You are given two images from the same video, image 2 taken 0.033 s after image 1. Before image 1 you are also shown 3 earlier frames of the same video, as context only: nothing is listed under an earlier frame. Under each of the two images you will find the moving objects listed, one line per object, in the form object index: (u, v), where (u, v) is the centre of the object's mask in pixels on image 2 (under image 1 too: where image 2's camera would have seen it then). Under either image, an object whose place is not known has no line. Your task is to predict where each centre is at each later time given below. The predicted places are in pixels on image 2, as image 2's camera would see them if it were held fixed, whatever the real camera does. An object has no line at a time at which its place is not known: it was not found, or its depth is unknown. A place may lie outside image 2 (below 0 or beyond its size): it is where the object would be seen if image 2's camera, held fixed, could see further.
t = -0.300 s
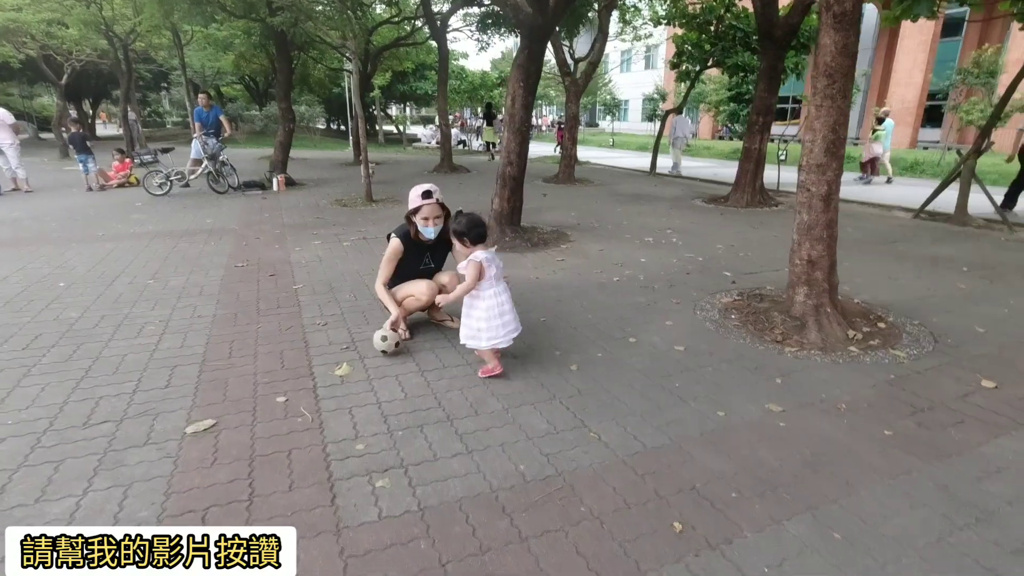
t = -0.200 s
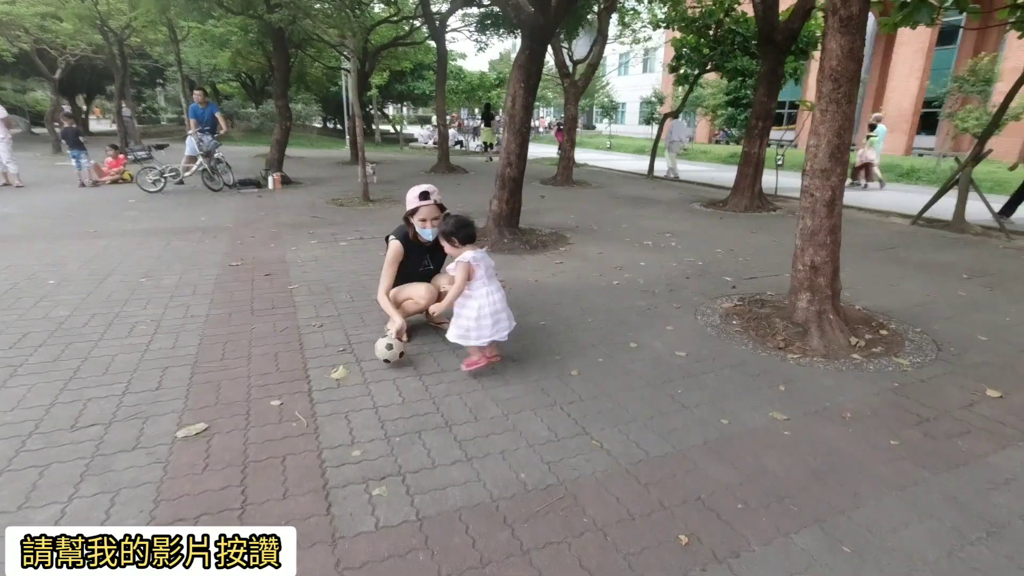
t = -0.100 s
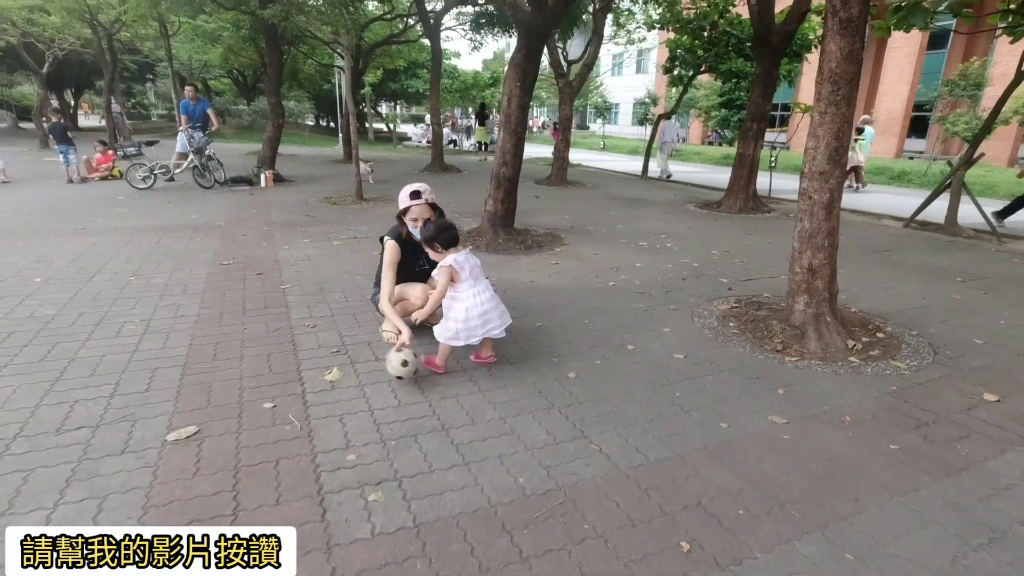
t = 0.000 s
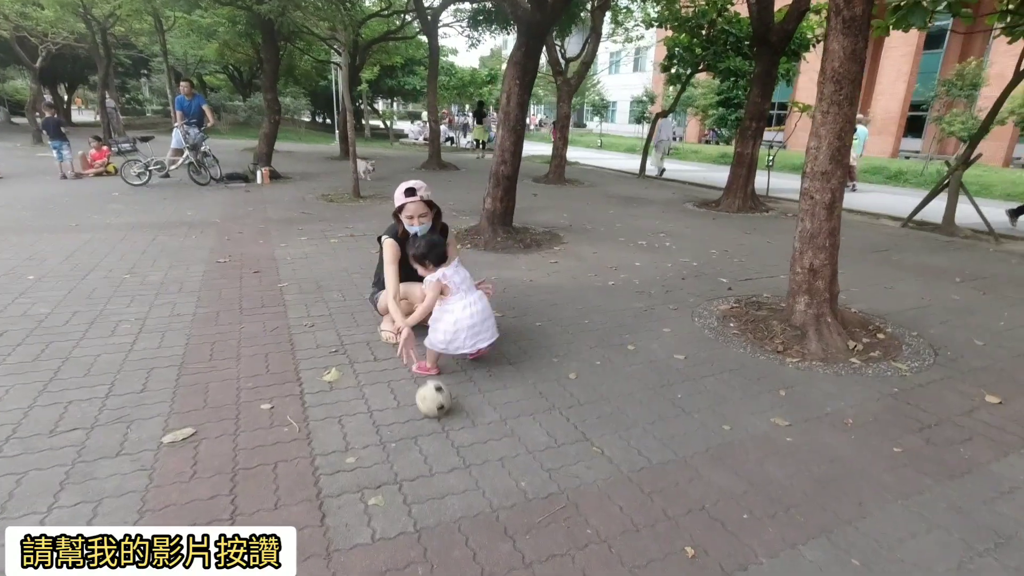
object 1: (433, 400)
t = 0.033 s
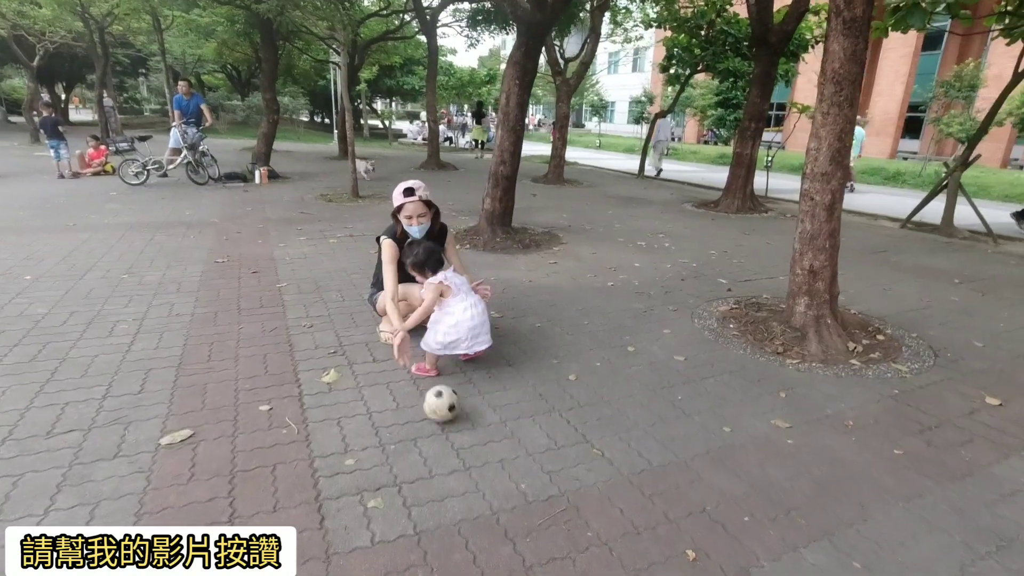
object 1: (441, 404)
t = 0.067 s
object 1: (449, 407)
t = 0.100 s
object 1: (458, 413)
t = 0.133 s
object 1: (467, 422)
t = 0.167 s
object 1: (478, 433)
